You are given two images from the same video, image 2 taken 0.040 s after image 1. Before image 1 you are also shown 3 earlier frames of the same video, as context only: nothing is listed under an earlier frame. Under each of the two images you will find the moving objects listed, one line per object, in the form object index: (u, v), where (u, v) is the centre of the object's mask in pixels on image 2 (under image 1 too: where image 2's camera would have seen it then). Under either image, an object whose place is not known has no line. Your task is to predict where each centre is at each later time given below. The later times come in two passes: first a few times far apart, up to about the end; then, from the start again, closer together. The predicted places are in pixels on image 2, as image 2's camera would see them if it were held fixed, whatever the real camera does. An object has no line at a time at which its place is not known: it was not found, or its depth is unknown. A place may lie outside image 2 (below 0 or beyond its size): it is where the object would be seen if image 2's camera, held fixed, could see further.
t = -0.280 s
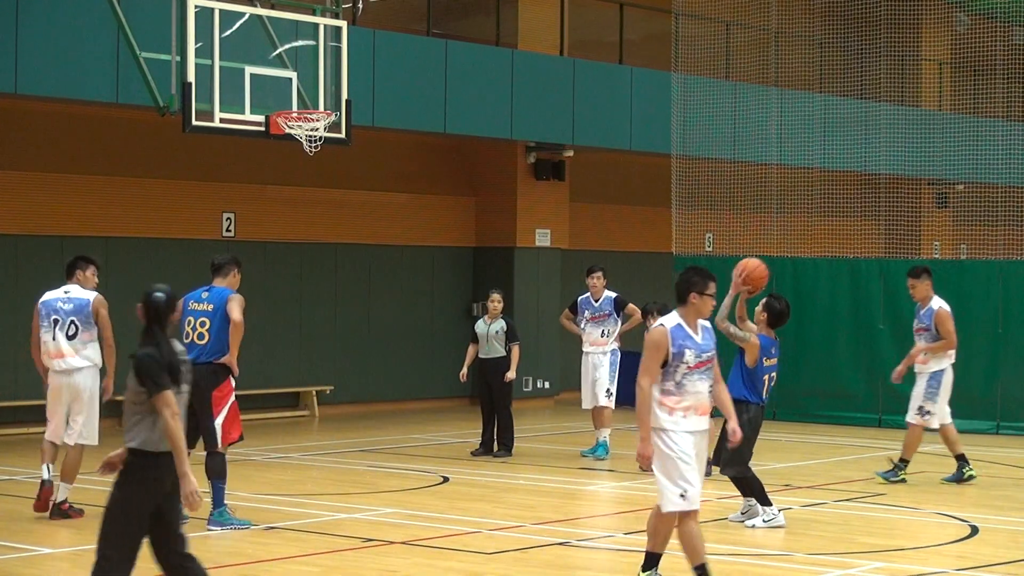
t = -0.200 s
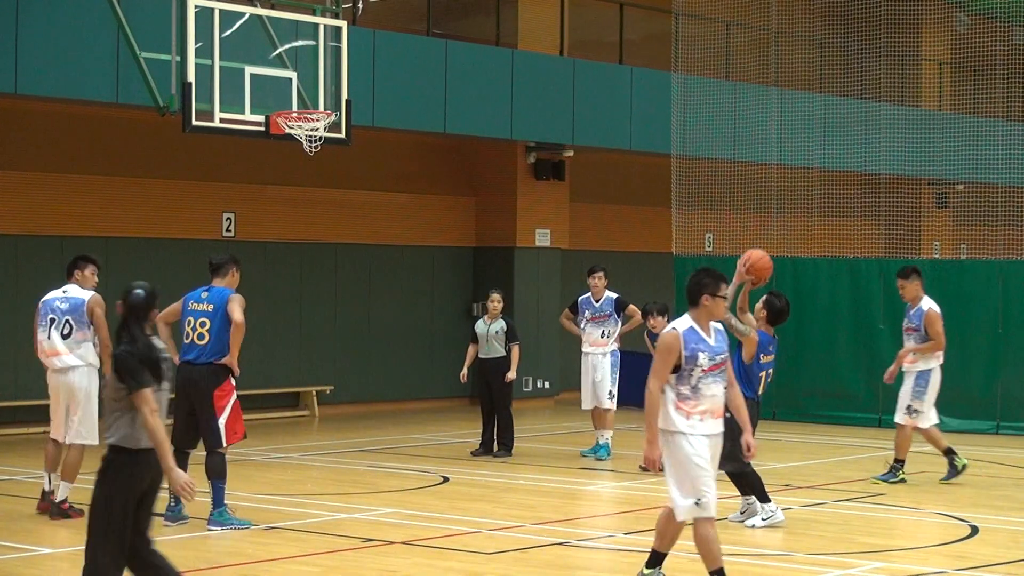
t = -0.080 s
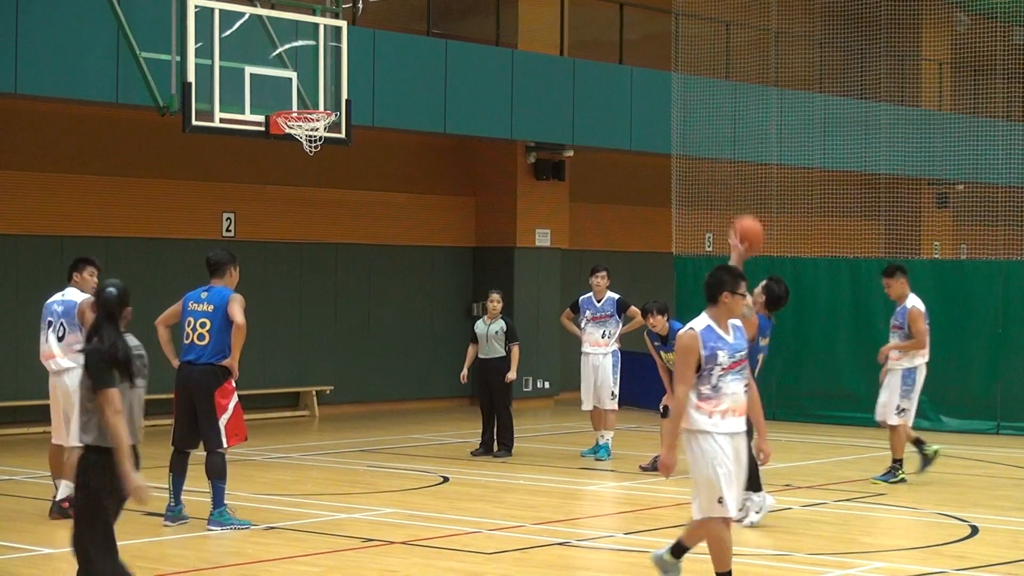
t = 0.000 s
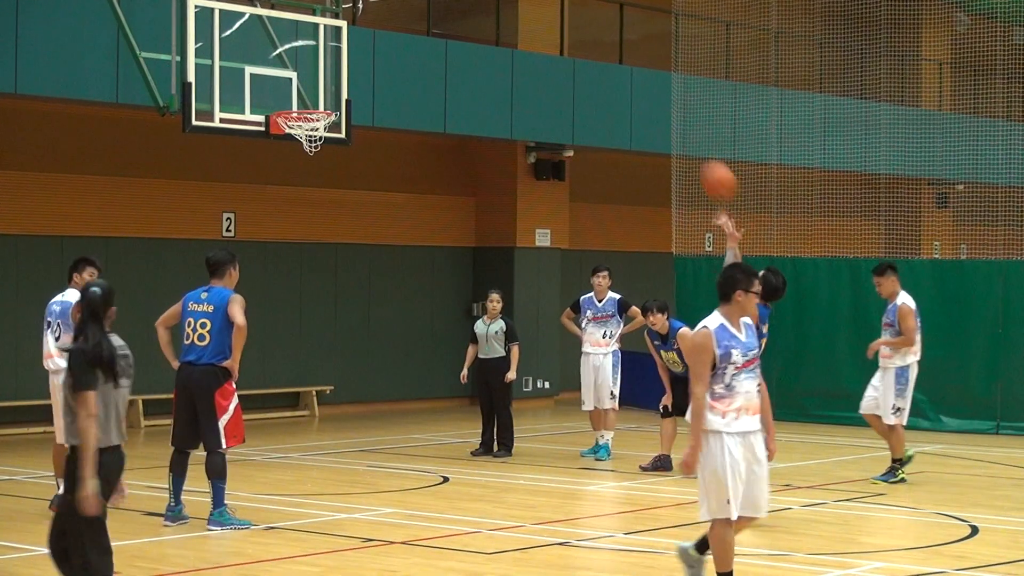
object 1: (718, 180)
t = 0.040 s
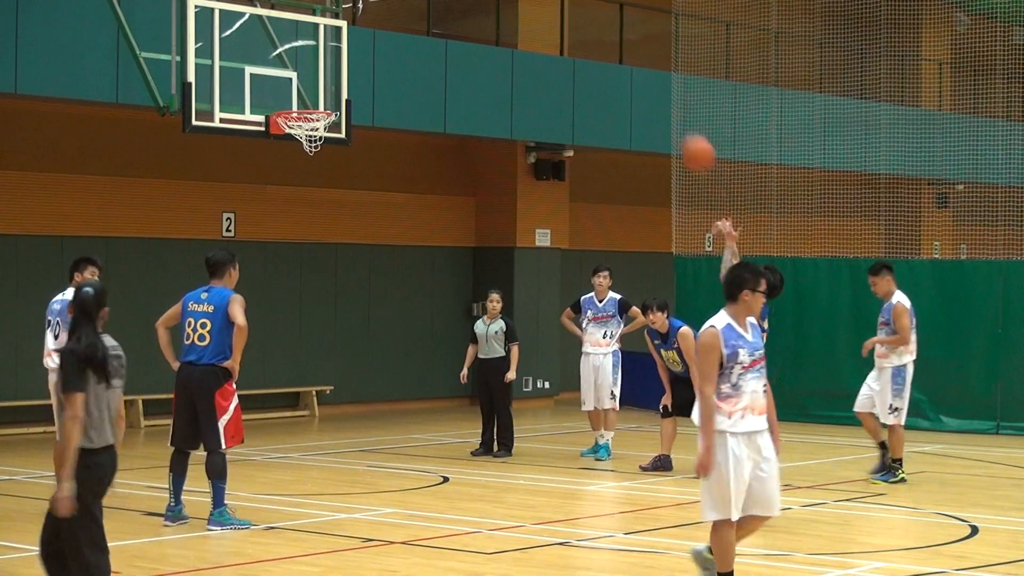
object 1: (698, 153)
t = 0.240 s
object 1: (597, 51)
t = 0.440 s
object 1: (504, 9)
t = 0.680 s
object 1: (400, 15)
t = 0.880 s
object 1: (320, 73)
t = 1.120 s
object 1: (317, 101)
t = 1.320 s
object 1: (352, 92)
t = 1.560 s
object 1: (394, 141)
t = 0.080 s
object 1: (676, 127)
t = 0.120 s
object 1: (656, 105)
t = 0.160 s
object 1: (636, 85)
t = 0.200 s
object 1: (617, 66)
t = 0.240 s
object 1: (597, 51)
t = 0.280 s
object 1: (578, 37)
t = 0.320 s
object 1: (559, 25)
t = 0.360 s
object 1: (540, 16)
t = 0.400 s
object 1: (522, 11)
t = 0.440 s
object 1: (504, 9)
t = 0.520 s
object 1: (468, 7)
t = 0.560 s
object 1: (452, 8)
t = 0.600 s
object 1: (434, 8)
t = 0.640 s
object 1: (417, 11)
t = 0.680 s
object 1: (400, 15)
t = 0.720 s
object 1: (384, 23)
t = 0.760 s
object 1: (368, 33)
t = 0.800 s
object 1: (352, 44)
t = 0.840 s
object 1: (337, 58)
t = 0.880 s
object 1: (320, 73)
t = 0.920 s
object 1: (305, 89)
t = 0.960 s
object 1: (293, 101)
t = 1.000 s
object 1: (290, 104)
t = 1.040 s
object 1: (296, 104)
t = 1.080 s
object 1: (308, 103)
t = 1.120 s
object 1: (317, 101)
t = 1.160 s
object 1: (324, 97)
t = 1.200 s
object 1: (331, 93)
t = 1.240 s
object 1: (339, 91)
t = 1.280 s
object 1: (345, 90)
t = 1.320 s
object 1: (352, 92)
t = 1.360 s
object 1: (359, 95)
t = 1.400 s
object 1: (366, 101)
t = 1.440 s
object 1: (373, 108)
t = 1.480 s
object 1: (380, 117)
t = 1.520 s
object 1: (387, 128)
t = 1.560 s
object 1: (394, 141)
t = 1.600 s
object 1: (401, 156)
